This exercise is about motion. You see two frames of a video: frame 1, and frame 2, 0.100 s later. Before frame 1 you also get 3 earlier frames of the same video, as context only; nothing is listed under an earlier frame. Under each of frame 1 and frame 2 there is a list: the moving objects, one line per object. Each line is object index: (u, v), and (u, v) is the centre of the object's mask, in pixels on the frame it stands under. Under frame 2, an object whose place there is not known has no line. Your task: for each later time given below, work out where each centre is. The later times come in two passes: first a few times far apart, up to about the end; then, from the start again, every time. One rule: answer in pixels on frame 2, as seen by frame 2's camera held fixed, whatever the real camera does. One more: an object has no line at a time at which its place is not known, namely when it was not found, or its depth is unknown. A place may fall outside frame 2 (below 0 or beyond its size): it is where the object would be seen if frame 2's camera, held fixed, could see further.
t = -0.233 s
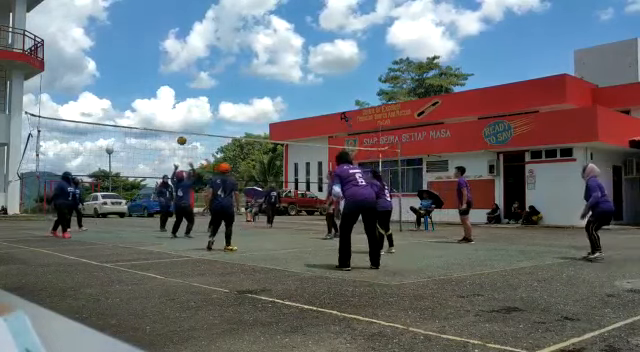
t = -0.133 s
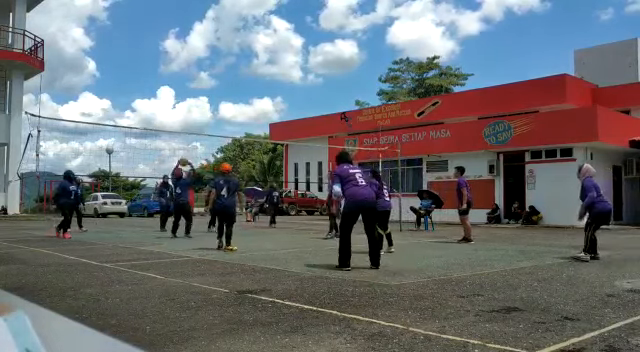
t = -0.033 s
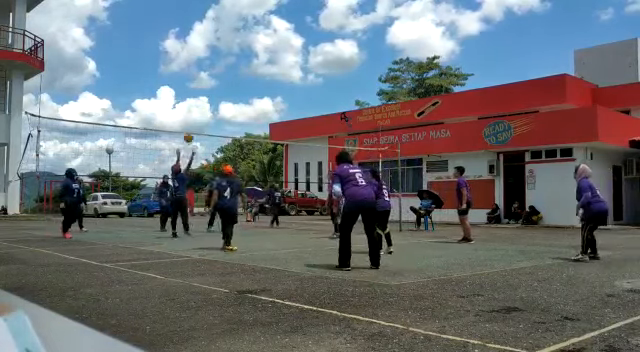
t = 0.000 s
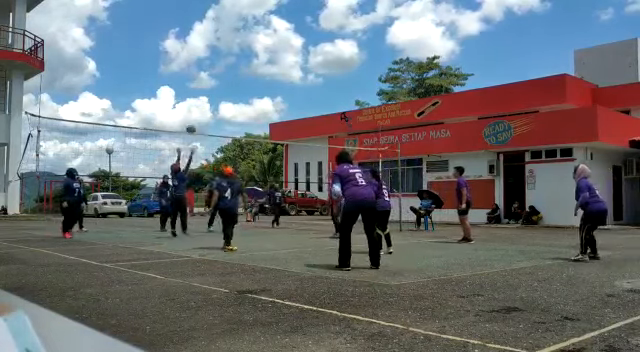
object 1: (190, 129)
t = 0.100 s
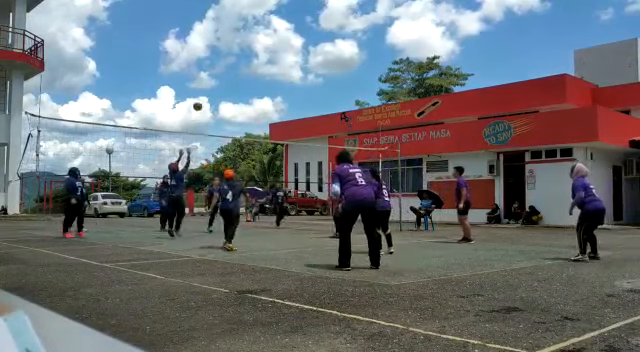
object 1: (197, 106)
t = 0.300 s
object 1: (209, 74)
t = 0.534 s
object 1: (223, 57)
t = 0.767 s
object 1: (236, 61)
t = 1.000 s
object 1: (248, 88)
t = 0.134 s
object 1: (199, 99)
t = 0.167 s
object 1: (201, 93)
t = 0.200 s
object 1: (203, 88)
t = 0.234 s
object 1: (205, 82)
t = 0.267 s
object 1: (207, 78)
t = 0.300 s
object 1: (209, 74)
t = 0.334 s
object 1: (211, 70)
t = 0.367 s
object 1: (213, 67)
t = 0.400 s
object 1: (215, 64)
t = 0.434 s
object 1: (217, 61)
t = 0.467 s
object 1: (219, 59)
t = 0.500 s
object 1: (221, 58)
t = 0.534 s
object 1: (223, 57)
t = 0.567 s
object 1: (225, 56)
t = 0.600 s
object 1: (226, 56)
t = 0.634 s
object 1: (229, 56)
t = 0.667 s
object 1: (231, 57)
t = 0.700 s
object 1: (232, 58)
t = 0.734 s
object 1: (234, 60)
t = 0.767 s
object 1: (236, 61)
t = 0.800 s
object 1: (238, 63)
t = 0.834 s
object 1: (239, 67)
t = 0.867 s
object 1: (241, 70)
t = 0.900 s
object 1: (243, 74)
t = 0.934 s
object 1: (245, 78)
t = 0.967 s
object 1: (247, 83)
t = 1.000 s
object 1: (248, 88)
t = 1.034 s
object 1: (250, 93)
